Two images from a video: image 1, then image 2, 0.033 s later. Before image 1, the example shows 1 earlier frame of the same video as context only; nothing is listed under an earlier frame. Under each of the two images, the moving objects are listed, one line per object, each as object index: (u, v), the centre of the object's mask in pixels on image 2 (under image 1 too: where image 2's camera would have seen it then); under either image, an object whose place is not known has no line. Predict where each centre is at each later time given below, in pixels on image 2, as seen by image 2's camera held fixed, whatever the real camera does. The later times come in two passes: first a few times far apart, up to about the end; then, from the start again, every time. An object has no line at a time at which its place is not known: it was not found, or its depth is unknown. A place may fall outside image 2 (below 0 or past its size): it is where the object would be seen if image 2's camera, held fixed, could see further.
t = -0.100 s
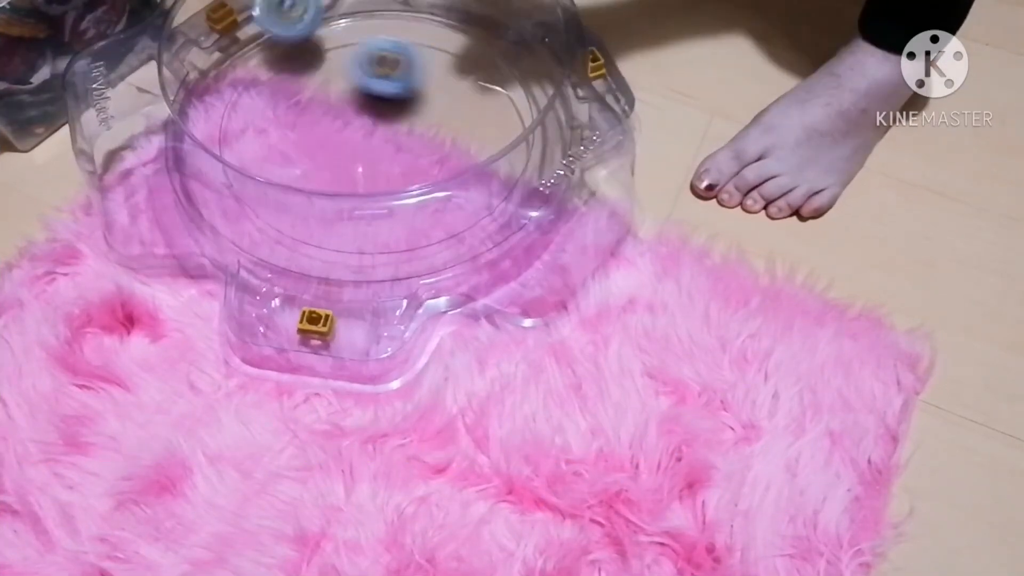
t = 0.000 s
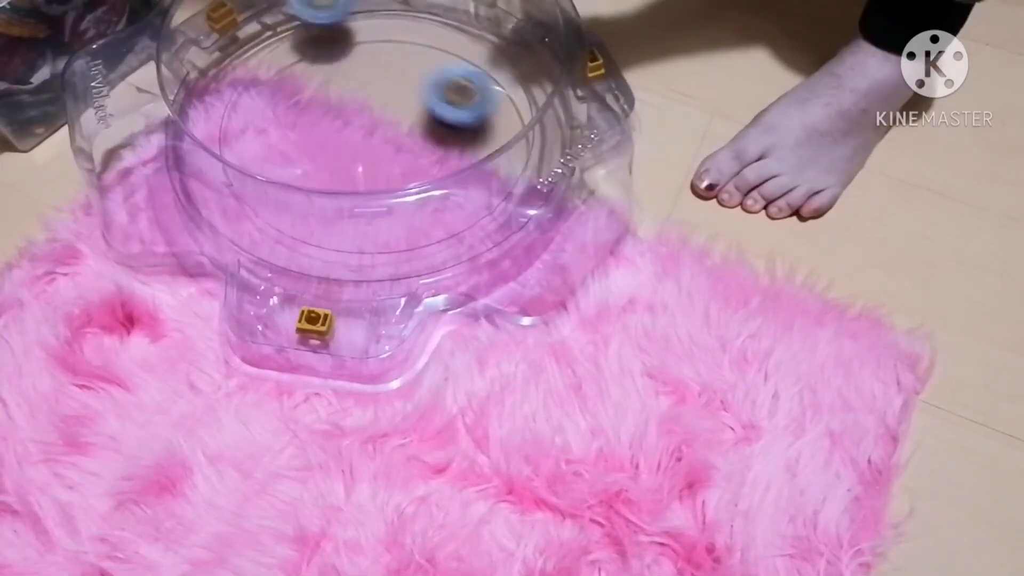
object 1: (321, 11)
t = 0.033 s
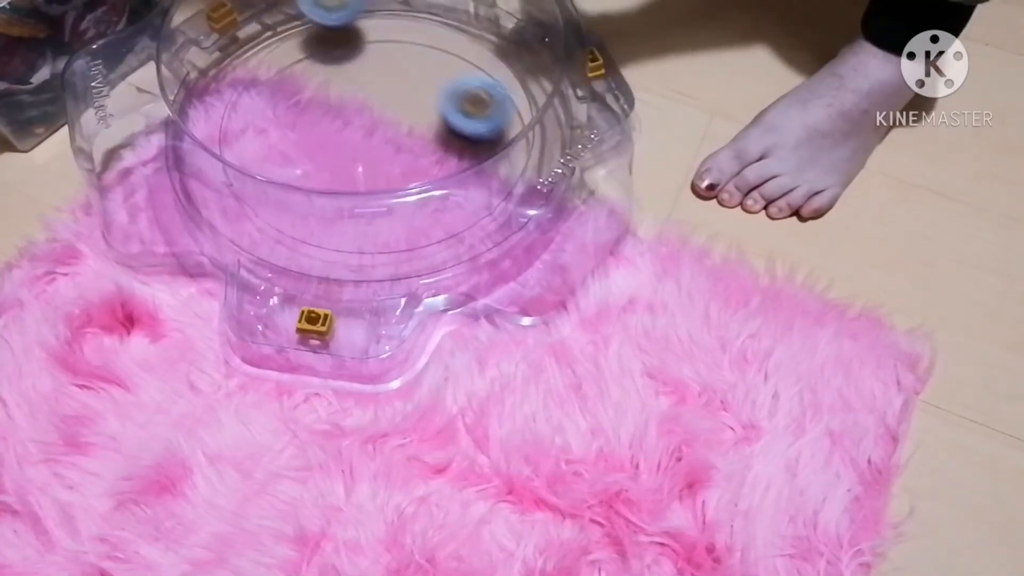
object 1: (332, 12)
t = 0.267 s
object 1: (406, 99)
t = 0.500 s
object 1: (361, 205)
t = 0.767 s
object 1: (243, 173)
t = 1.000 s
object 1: (295, 71)
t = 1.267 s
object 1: (486, 86)
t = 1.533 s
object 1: (464, 198)
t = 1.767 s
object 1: (305, 178)
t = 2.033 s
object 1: (354, 31)
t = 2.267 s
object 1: (470, 39)
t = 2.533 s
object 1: (434, 154)
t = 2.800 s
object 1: (268, 101)
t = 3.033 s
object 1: (334, 27)
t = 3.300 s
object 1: (434, 110)
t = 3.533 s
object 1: (333, 191)
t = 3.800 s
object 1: (229, 106)
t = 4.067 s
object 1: (380, 52)
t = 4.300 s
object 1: (496, 114)
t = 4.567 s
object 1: (424, 211)
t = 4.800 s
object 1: (303, 150)
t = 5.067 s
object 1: (350, 27)
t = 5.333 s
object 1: (470, 45)
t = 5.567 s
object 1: (417, 150)
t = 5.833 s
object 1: (264, 128)
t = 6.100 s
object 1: (299, 37)
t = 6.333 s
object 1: (425, 73)
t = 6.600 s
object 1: (444, 180)
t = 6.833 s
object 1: (327, 199)
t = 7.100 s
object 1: (319, 91)
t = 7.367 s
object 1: (437, 34)
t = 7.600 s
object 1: (494, 100)
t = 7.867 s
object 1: (363, 160)
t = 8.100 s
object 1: (269, 102)
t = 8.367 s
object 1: (339, 35)
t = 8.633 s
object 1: (437, 108)
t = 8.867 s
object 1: (404, 189)
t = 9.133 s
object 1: (302, 159)
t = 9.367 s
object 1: (347, 78)
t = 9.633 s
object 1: (462, 57)
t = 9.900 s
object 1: (449, 139)
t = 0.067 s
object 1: (341, 14)
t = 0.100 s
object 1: (350, 19)
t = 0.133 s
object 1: (362, 25)
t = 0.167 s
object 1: (378, 38)
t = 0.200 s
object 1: (391, 56)
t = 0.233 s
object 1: (400, 77)
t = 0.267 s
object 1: (406, 99)
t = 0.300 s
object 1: (409, 120)
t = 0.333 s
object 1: (408, 138)
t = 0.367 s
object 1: (406, 154)
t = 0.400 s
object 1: (399, 175)
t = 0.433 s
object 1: (388, 187)
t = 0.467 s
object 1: (378, 197)
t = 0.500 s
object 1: (361, 205)
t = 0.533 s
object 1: (346, 210)
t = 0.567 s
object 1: (330, 213)
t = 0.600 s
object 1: (312, 212)
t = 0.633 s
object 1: (294, 208)
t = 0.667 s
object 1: (277, 203)
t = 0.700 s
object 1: (263, 195)
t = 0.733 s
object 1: (251, 186)
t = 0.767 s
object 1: (243, 173)
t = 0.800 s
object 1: (237, 160)
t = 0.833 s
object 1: (232, 145)
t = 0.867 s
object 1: (231, 122)
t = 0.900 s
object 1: (239, 107)
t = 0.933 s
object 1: (252, 92)
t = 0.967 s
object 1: (270, 83)
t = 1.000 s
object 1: (295, 71)
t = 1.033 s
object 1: (322, 63)
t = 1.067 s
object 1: (350, 59)
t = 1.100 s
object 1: (376, 58)
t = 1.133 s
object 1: (403, 60)
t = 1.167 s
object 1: (427, 61)
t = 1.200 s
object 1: (448, 66)
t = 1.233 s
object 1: (467, 74)
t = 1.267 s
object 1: (486, 86)
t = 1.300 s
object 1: (500, 99)
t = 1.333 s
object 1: (510, 112)
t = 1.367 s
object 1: (516, 127)
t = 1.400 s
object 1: (518, 142)
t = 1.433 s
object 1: (513, 157)
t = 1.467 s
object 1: (500, 174)
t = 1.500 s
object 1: (482, 187)
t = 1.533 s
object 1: (464, 198)
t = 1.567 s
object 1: (441, 211)
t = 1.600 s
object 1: (415, 215)
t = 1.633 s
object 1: (389, 219)
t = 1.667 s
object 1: (361, 216)
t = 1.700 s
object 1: (339, 206)
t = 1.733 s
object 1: (320, 192)
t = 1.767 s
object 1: (305, 178)
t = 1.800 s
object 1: (296, 154)
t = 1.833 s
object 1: (294, 134)
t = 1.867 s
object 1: (297, 114)
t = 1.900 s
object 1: (303, 94)
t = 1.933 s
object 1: (313, 78)
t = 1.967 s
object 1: (326, 59)
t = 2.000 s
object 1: (338, 45)
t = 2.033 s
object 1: (354, 31)
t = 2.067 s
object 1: (368, 23)
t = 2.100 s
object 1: (387, 18)
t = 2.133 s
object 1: (407, 16)
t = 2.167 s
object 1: (428, 16)
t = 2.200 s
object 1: (442, 21)
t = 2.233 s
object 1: (457, 28)
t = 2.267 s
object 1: (470, 39)
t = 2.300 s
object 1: (482, 49)
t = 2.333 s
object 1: (492, 63)
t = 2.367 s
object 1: (498, 79)
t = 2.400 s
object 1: (497, 96)
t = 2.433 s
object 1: (488, 117)
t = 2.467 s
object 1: (474, 132)
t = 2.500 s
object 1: (456, 146)
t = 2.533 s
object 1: (434, 154)
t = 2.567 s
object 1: (406, 160)
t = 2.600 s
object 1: (381, 161)
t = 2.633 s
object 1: (356, 160)
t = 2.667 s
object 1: (331, 153)
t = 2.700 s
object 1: (310, 144)
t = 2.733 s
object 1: (292, 131)
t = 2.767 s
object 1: (276, 116)
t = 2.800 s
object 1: (268, 101)
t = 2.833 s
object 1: (261, 82)
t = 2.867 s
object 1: (256, 65)
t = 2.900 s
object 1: (259, 46)
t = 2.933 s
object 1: (272, 34)
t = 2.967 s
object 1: (291, 33)
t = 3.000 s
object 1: (311, 30)
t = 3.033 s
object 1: (334, 27)
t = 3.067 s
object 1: (353, 26)
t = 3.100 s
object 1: (371, 28)
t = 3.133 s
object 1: (389, 31)
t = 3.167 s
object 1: (405, 44)
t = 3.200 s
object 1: (419, 57)
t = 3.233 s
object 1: (426, 72)
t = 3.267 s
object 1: (432, 88)
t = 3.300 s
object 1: (434, 110)
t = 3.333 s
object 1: (430, 128)
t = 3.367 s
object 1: (423, 143)
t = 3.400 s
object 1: (411, 159)
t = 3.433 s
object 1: (395, 177)
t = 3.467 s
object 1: (377, 184)
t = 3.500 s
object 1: (356, 190)
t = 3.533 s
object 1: (333, 191)
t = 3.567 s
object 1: (312, 191)
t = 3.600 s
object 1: (289, 187)
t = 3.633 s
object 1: (268, 180)
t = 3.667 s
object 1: (250, 170)
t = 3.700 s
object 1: (234, 158)
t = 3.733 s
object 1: (224, 141)
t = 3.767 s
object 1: (224, 122)
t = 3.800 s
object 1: (229, 106)
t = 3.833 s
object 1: (238, 92)
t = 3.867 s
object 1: (251, 80)
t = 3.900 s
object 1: (270, 70)
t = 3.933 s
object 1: (292, 62)
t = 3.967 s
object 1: (314, 56)
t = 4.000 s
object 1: (340, 53)
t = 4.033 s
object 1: (361, 52)
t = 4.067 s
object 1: (380, 52)
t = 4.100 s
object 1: (404, 57)
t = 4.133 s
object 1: (424, 62)
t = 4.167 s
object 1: (444, 72)
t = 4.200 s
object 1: (461, 80)
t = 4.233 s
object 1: (476, 90)
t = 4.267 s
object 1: (487, 101)
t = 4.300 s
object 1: (496, 114)
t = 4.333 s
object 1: (502, 128)
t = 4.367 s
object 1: (503, 142)
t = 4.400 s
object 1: (502, 156)
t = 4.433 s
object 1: (494, 171)
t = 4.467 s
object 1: (485, 185)
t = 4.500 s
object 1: (469, 196)
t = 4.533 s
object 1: (447, 207)
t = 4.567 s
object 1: (424, 211)
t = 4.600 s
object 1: (400, 212)
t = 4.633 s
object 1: (375, 211)
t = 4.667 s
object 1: (354, 205)
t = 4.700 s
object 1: (335, 193)
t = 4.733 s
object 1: (321, 183)
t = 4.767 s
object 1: (309, 165)
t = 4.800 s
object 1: (303, 150)
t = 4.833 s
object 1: (299, 132)
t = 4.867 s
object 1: (298, 112)
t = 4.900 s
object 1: (300, 97)
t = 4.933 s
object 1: (306, 81)
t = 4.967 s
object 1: (315, 68)
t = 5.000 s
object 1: (326, 52)
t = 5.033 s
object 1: (336, 40)
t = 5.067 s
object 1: (350, 27)
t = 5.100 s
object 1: (363, 22)
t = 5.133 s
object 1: (381, 18)
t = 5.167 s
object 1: (396, 15)
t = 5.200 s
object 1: (414, 16)
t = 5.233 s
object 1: (430, 21)
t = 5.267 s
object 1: (445, 25)
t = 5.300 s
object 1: (460, 32)
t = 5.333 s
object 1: (470, 45)
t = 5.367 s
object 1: (478, 61)
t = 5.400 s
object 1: (478, 79)
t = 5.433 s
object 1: (473, 97)
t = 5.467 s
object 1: (464, 113)
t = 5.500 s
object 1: (450, 127)
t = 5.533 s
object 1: (435, 141)
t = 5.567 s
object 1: (417, 150)
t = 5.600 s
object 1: (396, 157)
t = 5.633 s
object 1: (375, 161)
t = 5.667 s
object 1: (352, 162)
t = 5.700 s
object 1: (332, 161)
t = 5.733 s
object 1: (312, 155)
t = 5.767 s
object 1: (295, 149)
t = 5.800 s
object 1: (279, 141)
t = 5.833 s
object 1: (264, 128)
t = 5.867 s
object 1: (255, 116)
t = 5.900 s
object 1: (248, 102)
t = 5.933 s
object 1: (245, 89)
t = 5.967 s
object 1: (247, 75)
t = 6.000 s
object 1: (254, 62)
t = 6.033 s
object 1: (263, 52)
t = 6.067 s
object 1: (279, 41)
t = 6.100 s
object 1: (299, 37)
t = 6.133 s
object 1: (317, 34)
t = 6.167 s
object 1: (339, 36)
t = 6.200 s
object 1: (359, 41)
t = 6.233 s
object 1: (376, 44)
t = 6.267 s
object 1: (395, 53)
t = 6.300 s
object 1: (411, 61)
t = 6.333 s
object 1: (425, 73)
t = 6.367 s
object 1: (437, 87)
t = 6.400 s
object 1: (446, 99)
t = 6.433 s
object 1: (452, 113)
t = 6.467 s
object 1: (456, 128)
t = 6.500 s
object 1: (458, 142)
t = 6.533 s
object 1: (457, 155)
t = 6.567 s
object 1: (451, 170)
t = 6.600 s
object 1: (444, 180)
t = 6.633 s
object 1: (431, 191)
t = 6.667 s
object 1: (418, 201)
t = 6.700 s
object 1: (402, 206)
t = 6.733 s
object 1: (386, 208)
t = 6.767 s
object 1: (363, 211)
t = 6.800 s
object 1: (344, 207)
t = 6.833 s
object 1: (327, 199)
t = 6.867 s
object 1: (313, 191)
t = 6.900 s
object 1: (304, 177)
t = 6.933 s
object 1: (297, 162)
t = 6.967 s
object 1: (295, 147)
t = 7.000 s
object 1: (297, 132)
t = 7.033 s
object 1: (303, 117)
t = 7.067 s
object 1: (309, 103)
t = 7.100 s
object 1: (319, 91)
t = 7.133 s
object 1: (331, 80)
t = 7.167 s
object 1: (345, 70)
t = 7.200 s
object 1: (360, 60)
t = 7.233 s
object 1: (373, 51)
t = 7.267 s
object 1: (389, 44)
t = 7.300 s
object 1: (404, 38)
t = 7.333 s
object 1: (421, 36)
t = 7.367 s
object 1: (437, 34)
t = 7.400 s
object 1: (452, 36)
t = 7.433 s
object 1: (466, 40)
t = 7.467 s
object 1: (480, 47)
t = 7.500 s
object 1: (490, 56)
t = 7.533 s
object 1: (496, 70)
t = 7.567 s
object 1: (498, 84)
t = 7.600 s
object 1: (494, 100)
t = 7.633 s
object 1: (486, 116)
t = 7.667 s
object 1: (474, 128)
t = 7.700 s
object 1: (459, 139)
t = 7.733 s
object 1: (442, 149)
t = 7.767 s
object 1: (422, 155)
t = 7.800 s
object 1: (402, 160)
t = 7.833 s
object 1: (382, 161)
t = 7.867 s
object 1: (363, 160)
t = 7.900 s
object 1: (344, 157)
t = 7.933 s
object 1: (327, 153)
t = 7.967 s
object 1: (312, 146)
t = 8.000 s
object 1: (297, 136)
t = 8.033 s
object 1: (285, 125)
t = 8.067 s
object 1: (275, 114)
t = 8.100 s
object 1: (269, 102)
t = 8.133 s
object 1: (266, 91)
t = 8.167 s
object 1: (266, 78)
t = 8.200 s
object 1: (269, 66)
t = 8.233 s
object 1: (275, 54)
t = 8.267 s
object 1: (286, 44)
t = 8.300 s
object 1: (301, 37)
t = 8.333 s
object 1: (320, 34)
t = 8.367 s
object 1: (339, 35)
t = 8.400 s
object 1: (355, 37)
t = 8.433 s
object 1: (372, 42)
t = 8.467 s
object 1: (386, 48)
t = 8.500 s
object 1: (400, 58)
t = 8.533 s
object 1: (413, 69)
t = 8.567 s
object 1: (424, 82)
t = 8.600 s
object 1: (431, 94)
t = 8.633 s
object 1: (437, 108)
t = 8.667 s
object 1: (439, 121)
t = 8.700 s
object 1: (440, 134)
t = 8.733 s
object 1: (437, 146)
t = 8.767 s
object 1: (433, 156)
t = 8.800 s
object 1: (425, 166)
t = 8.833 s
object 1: (415, 181)
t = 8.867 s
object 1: (404, 189)
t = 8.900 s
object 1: (392, 194)
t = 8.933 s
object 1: (376, 199)
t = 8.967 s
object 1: (359, 199)
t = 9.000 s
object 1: (344, 197)
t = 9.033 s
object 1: (328, 192)
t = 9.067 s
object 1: (315, 187)
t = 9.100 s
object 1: (307, 173)
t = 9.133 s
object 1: (302, 159)
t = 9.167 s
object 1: (301, 147)
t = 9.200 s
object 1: (302, 134)
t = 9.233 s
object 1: (309, 119)
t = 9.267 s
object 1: (315, 106)
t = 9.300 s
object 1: (327, 96)
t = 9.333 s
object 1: (337, 87)
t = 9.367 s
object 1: (347, 78)
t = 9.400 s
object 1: (361, 70)
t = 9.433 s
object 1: (376, 64)
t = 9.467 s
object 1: (390, 59)
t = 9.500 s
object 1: (404, 54)
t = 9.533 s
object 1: (419, 52)
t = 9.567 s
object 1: (434, 52)
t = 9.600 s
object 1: (449, 53)
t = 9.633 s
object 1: (462, 57)
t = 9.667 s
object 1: (473, 63)
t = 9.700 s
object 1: (481, 71)
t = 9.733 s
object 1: (486, 82)
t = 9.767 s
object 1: (486, 94)
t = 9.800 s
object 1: (483, 107)
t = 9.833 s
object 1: (475, 119)
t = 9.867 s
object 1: (462, 131)
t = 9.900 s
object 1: (449, 139)
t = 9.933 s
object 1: (433, 146)
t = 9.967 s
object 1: (415, 151)
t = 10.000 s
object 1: (398, 154)
